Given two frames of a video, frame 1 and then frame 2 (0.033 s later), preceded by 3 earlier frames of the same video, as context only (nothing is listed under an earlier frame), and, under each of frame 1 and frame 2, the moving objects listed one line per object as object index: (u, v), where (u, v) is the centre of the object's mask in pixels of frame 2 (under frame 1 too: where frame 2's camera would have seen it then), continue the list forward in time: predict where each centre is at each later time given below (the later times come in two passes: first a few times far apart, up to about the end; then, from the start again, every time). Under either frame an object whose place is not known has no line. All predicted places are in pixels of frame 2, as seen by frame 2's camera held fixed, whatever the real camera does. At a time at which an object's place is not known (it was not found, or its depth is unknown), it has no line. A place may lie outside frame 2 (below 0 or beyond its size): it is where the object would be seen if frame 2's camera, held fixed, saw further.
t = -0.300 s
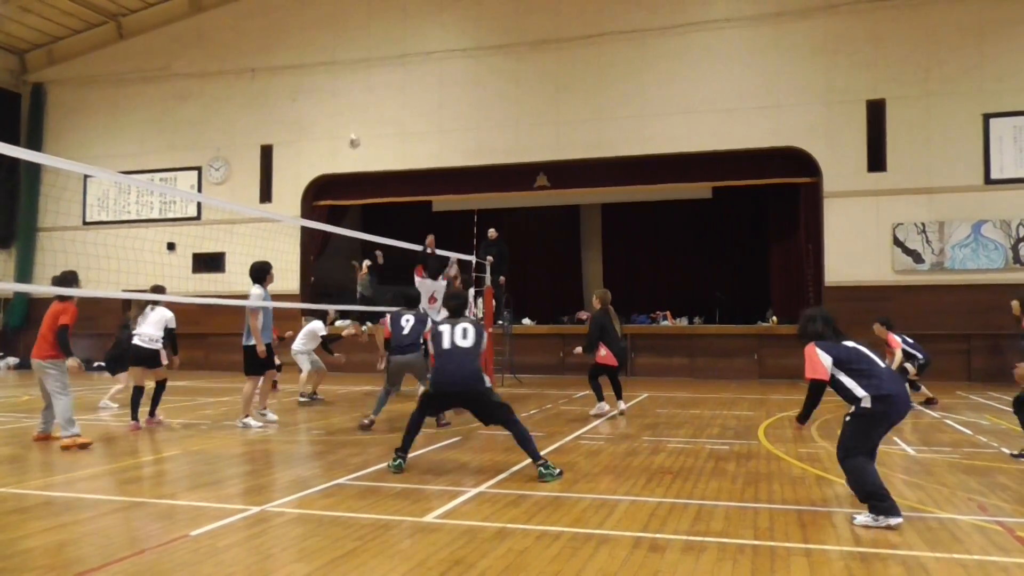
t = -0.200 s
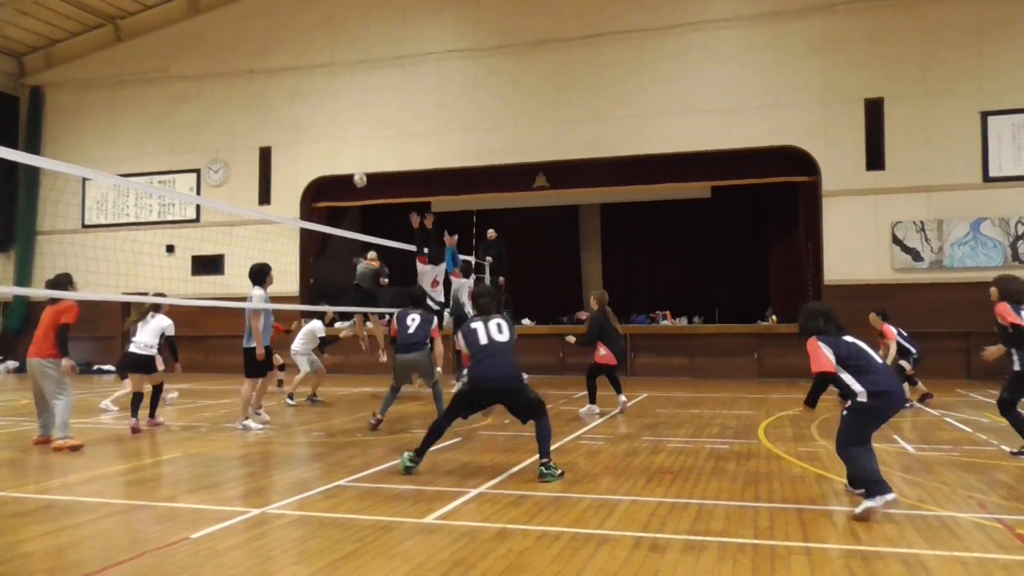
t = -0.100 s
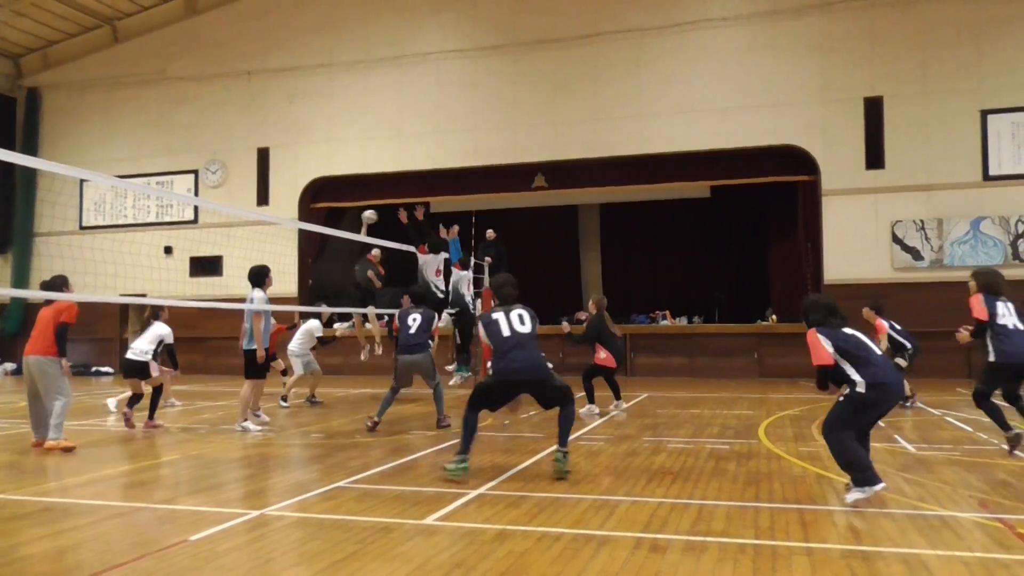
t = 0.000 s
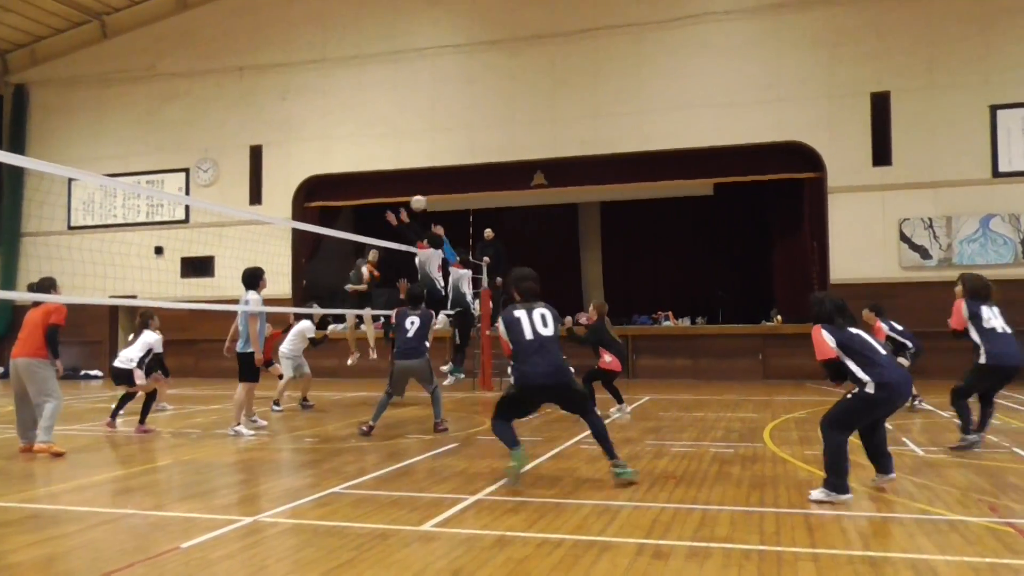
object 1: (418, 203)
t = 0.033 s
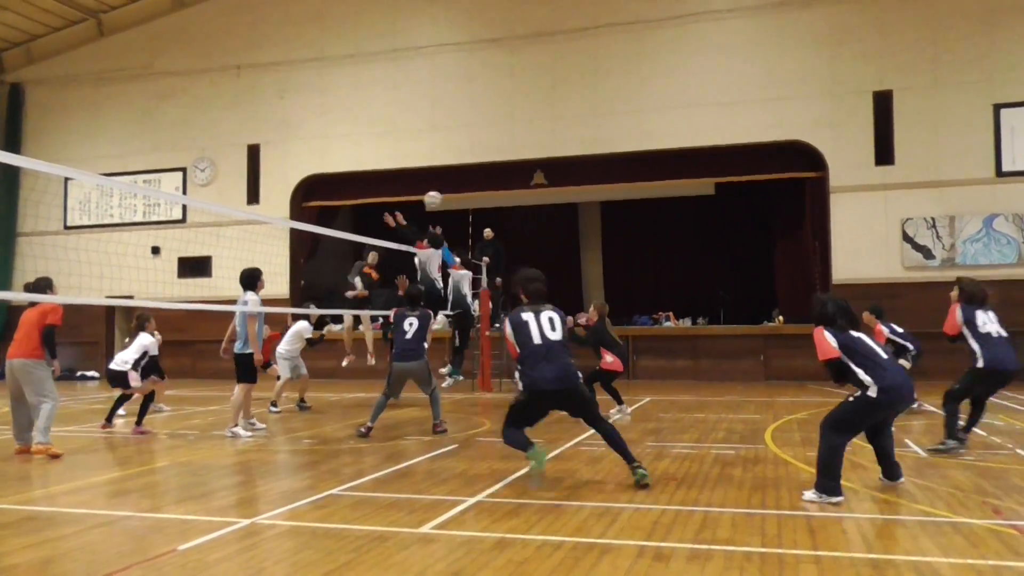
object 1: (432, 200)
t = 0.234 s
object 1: (573, 205)
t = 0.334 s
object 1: (688, 237)
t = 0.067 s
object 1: (450, 196)
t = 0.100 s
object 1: (469, 195)
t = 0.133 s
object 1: (491, 195)
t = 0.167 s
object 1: (515, 195)
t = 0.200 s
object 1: (543, 199)
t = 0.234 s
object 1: (573, 205)
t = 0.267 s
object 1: (607, 213)
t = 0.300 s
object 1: (645, 223)
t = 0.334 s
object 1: (688, 237)
